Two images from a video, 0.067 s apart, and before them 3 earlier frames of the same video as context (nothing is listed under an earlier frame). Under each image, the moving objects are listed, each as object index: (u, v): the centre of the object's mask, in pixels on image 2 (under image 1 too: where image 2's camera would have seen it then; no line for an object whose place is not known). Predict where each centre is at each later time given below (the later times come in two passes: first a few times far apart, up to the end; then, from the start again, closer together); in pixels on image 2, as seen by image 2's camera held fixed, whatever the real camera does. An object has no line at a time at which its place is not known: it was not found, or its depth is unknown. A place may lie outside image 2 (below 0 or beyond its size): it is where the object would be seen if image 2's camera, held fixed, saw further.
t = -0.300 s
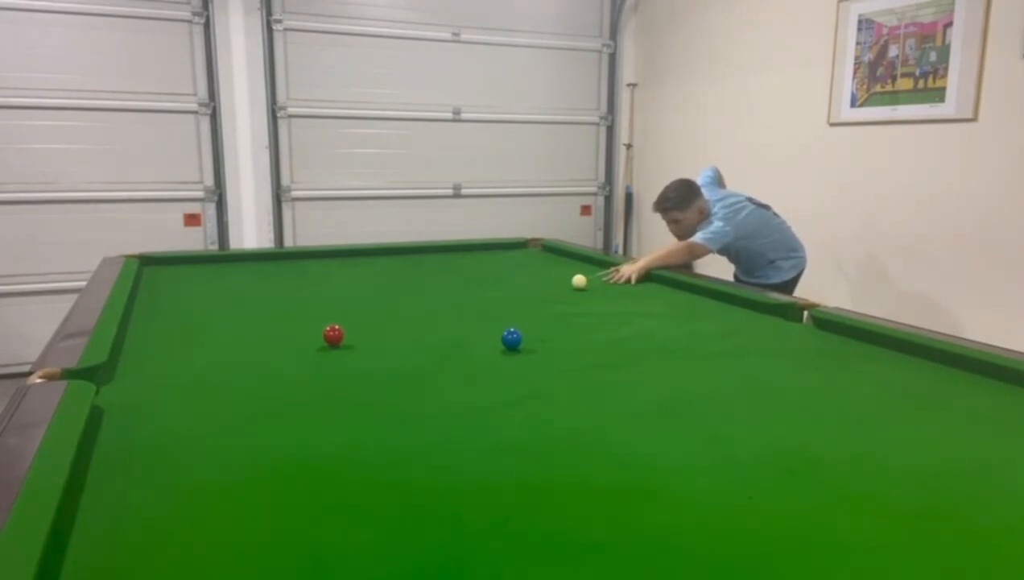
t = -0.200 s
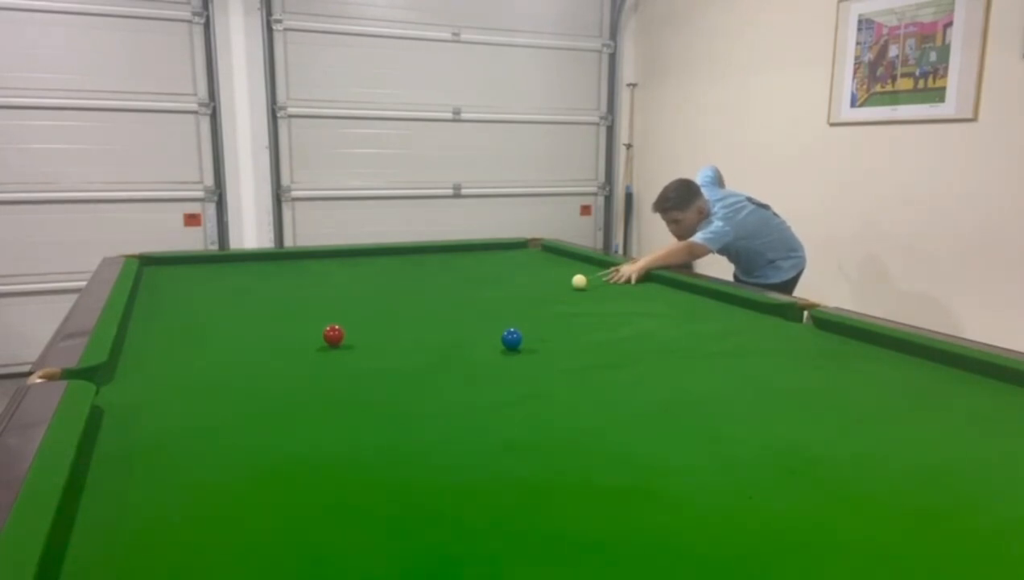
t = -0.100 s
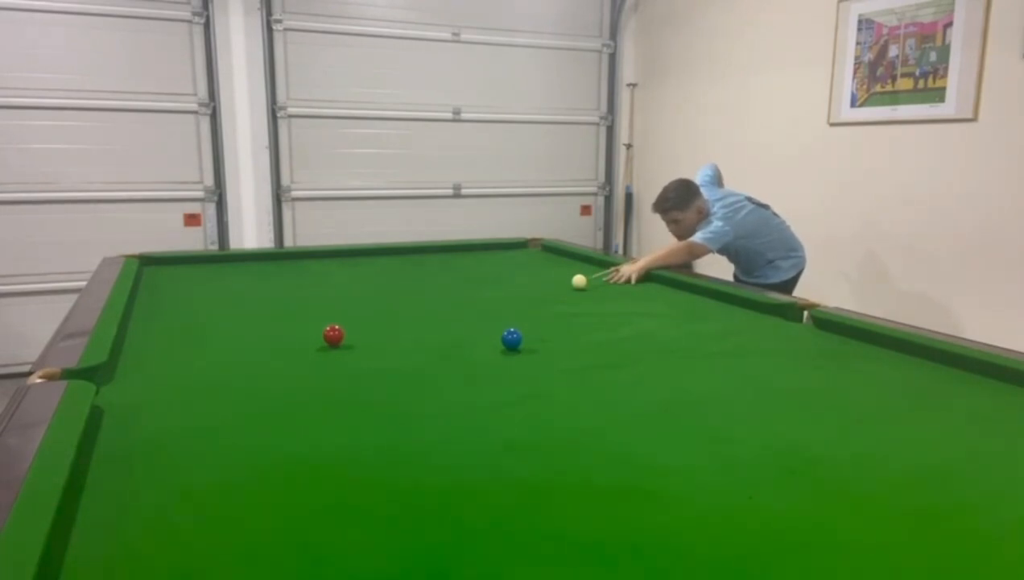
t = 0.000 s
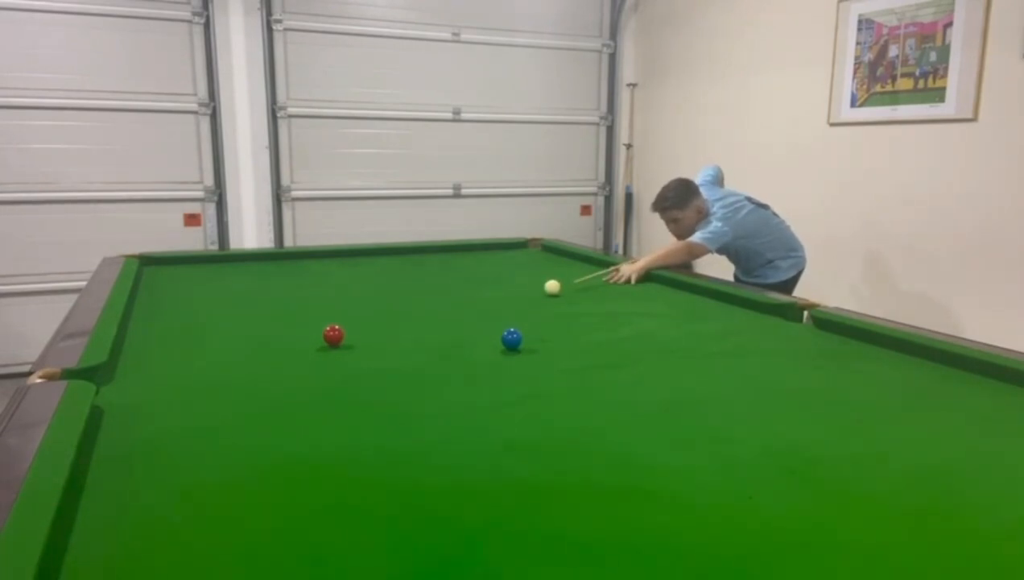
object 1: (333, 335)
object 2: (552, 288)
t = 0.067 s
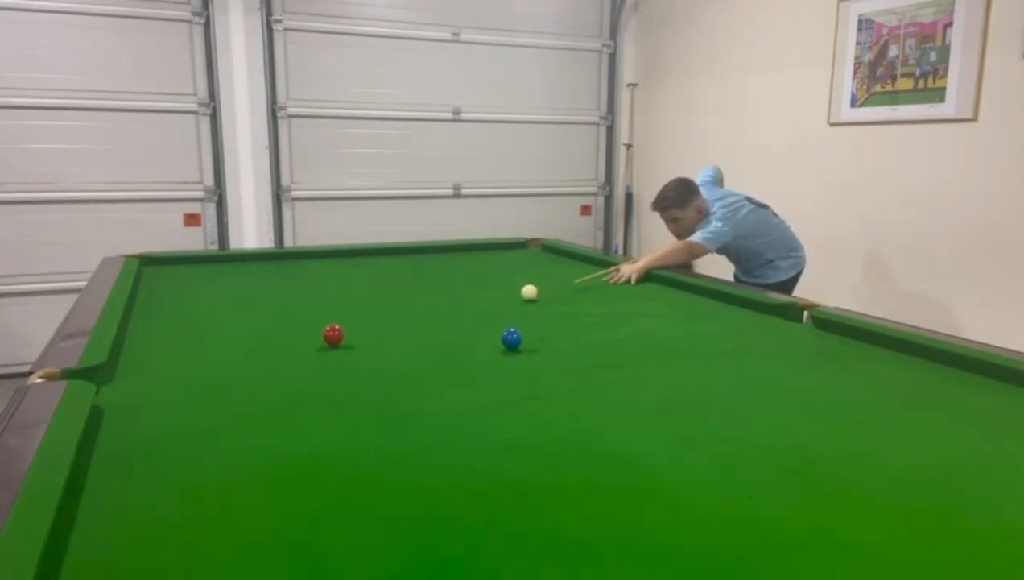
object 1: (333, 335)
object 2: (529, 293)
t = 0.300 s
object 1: (333, 335)
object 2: (450, 310)
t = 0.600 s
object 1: (310, 339)
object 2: (350, 333)
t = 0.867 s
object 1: (197, 361)
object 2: (327, 340)
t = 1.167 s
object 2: (295, 351)
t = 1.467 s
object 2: (262, 361)
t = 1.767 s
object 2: (228, 372)
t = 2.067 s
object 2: (196, 382)
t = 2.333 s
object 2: (169, 391)
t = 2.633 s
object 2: (141, 400)
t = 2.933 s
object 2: (115, 408)
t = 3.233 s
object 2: (113, 412)
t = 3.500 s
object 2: (121, 414)
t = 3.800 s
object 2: (125, 415)
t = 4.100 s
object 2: (127, 416)
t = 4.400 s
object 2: (126, 416)
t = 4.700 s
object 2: (126, 416)
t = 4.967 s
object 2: (126, 416)
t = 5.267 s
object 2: (126, 416)
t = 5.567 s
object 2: (126, 416)
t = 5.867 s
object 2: (126, 415)
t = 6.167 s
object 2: (126, 415)
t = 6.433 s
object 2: (126, 415)
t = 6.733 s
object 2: (126, 416)
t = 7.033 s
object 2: (126, 415)
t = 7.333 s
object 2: (126, 415)
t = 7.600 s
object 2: (126, 415)
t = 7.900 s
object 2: (126, 415)
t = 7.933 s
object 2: (126, 415)
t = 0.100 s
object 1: (333, 335)
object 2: (518, 295)
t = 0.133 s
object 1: (333, 335)
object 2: (507, 298)
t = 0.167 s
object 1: (333, 335)
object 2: (496, 301)
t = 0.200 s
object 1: (333, 335)
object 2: (484, 303)
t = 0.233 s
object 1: (333, 335)
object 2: (473, 305)
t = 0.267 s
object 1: (333, 335)
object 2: (462, 308)
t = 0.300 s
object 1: (333, 335)
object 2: (450, 310)
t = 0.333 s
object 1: (333, 335)
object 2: (438, 313)
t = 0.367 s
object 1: (333, 335)
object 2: (426, 316)
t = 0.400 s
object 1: (333, 335)
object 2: (413, 318)
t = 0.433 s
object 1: (333, 335)
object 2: (400, 321)
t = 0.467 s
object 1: (333, 335)
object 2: (387, 324)
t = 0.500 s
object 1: (333, 335)
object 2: (372, 327)
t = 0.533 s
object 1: (333, 335)
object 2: (358, 330)
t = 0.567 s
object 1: (325, 336)
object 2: (351, 332)
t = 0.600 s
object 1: (310, 339)
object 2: (350, 333)
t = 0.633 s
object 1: (295, 342)
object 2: (350, 333)
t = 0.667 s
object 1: (280, 345)
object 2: (348, 334)
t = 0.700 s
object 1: (265, 348)
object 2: (345, 335)
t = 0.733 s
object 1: (251, 351)
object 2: (341, 336)
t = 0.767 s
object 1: (238, 353)
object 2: (338, 337)
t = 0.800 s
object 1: (225, 356)
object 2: (335, 338)
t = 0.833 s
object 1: (211, 359)
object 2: (331, 339)
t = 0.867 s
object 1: (197, 361)
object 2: (327, 340)
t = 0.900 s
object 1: (183, 364)
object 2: (324, 342)
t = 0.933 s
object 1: (169, 367)
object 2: (320, 343)
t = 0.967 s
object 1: (154, 370)
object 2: (317, 344)
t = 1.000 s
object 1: (139, 373)
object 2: (313, 345)
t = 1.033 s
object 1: (123, 375)
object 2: (309, 346)
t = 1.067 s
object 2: (306, 347)
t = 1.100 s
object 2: (302, 348)
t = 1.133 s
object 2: (299, 350)
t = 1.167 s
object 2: (295, 351)
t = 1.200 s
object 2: (291, 352)
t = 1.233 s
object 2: (288, 353)
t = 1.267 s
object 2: (284, 354)
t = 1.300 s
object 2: (280, 355)
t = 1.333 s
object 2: (276, 357)
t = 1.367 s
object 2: (273, 358)
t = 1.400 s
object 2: (269, 359)
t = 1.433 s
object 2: (266, 360)
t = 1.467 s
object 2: (262, 361)
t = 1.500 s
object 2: (258, 362)
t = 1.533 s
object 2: (254, 364)
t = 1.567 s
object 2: (250, 365)
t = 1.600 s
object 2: (247, 366)
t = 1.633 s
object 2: (243, 367)
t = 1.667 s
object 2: (239, 368)
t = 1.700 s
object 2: (236, 369)
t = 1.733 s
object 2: (232, 370)
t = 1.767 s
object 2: (228, 372)
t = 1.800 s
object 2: (225, 373)
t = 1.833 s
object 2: (221, 374)
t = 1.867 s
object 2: (217, 375)
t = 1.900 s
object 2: (214, 376)
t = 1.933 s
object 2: (210, 377)
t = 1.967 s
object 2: (207, 379)
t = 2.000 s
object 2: (203, 380)
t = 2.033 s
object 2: (200, 381)
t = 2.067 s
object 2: (196, 382)
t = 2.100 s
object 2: (193, 383)
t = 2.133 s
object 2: (189, 384)
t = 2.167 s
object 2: (186, 385)
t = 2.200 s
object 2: (183, 386)
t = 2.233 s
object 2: (179, 388)
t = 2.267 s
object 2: (176, 389)
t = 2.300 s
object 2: (173, 390)
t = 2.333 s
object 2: (169, 391)
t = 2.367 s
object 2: (166, 392)
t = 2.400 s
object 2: (163, 393)
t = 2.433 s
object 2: (159, 394)
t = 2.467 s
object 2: (156, 395)
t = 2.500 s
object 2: (153, 396)
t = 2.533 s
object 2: (150, 397)
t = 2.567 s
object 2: (147, 398)
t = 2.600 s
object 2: (144, 399)
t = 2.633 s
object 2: (141, 400)
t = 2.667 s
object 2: (138, 401)
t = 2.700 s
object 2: (135, 402)
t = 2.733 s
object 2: (132, 403)
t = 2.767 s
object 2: (129, 404)
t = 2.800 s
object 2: (126, 405)
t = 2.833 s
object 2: (123, 406)
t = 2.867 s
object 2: (121, 406)
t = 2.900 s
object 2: (118, 407)
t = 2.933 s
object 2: (115, 408)
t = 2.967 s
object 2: (112, 409)
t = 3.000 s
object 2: (110, 410)
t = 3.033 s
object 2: (108, 411)
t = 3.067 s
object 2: (107, 411)
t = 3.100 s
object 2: (109, 411)
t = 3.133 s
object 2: (110, 412)
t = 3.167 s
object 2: (111, 412)
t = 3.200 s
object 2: (112, 412)
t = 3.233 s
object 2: (113, 412)
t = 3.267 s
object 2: (114, 413)
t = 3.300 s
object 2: (116, 413)
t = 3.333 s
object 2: (117, 413)
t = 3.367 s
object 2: (117, 413)
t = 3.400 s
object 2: (118, 414)
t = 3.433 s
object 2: (119, 414)
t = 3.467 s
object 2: (120, 414)
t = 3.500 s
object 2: (121, 414)
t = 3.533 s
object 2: (121, 414)
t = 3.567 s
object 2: (122, 415)
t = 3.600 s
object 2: (123, 415)
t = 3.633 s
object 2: (123, 415)
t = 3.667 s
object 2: (124, 415)
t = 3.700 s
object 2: (124, 415)
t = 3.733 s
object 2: (125, 415)
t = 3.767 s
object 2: (125, 415)
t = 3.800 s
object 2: (125, 415)
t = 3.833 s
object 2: (126, 415)
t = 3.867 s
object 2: (126, 415)
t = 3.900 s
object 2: (126, 416)
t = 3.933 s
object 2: (126, 416)
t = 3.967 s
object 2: (126, 416)
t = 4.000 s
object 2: (127, 416)
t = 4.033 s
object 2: (127, 416)
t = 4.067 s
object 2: (127, 416)
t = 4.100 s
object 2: (127, 416)
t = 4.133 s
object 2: (127, 416)
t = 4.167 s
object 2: (127, 416)
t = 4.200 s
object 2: (127, 416)
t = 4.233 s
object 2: (127, 416)
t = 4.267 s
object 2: (127, 416)
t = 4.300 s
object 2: (127, 416)
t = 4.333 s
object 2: (126, 416)
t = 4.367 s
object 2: (127, 416)
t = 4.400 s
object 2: (126, 416)
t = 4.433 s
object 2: (127, 416)
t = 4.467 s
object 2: (127, 416)
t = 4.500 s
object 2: (126, 416)
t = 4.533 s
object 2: (126, 416)
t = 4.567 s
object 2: (126, 416)
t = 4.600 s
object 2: (127, 416)
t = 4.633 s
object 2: (127, 416)
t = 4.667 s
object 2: (127, 416)
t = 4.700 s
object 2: (126, 416)
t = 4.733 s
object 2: (126, 416)
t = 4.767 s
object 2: (126, 416)
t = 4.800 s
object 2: (126, 416)
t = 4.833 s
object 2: (126, 416)
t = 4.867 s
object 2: (126, 416)
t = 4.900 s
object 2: (126, 416)
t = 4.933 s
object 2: (126, 416)
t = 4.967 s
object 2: (126, 416)
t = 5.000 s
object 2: (126, 416)
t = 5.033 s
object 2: (126, 416)
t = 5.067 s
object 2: (126, 416)
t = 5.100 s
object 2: (126, 416)
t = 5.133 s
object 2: (126, 416)
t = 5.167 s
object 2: (126, 416)
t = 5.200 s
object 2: (126, 416)
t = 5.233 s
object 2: (126, 416)
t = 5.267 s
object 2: (126, 416)
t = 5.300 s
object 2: (126, 415)
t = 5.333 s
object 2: (126, 415)
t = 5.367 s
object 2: (126, 415)
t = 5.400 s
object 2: (126, 416)
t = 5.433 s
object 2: (126, 416)
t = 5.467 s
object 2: (126, 416)
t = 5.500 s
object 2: (126, 415)
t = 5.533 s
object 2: (126, 416)
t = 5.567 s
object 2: (126, 416)
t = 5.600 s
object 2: (126, 416)
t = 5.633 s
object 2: (126, 416)
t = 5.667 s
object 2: (126, 416)
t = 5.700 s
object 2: (126, 416)
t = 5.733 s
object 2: (126, 416)
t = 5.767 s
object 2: (126, 416)
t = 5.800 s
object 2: (126, 415)
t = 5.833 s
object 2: (126, 415)
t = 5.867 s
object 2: (126, 415)
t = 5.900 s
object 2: (126, 416)
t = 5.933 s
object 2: (126, 416)
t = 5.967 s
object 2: (126, 415)
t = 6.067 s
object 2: (126, 415)
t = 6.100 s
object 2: (126, 415)
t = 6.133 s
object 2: (126, 415)
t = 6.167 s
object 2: (126, 415)
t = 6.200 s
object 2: (126, 415)
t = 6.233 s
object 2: (126, 416)
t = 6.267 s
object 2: (126, 416)
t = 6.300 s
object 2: (126, 415)
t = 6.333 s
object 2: (126, 415)
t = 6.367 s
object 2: (126, 415)
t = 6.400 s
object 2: (126, 415)
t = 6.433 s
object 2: (126, 415)
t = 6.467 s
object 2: (126, 415)
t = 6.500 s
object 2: (126, 416)
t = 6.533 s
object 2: (126, 416)
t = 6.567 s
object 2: (126, 416)
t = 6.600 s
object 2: (126, 416)
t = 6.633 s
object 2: (126, 415)
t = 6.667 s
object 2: (126, 416)
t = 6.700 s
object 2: (126, 416)
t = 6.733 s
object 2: (126, 416)
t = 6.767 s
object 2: (126, 415)
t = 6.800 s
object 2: (126, 415)
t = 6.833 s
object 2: (126, 416)
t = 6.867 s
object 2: (126, 416)
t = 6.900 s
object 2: (126, 415)
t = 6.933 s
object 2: (126, 416)
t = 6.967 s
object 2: (126, 415)
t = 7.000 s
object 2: (126, 415)
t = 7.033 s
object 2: (126, 415)
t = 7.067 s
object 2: (126, 415)
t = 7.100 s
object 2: (126, 416)
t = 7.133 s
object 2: (126, 415)
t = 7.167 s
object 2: (126, 416)
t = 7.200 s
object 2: (126, 416)
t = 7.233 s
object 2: (126, 415)
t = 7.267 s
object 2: (126, 415)
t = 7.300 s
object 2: (126, 416)
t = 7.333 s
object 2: (126, 415)
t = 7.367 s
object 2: (126, 415)
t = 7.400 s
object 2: (126, 415)
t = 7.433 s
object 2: (126, 415)
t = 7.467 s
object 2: (126, 415)
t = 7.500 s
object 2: (126, 415)
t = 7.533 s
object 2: (126, 415)
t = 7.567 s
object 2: (126, 415)
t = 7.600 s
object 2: (126, 415)
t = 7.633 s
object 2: (126, 415)
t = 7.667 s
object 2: (126, 415)
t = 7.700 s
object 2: (126, 415)
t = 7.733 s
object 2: (126, 415)
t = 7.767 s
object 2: (126, 415)
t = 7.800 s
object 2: (126, 415)
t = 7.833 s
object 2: (126, 415)
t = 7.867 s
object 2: (126, 415)
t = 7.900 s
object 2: (126, 415)
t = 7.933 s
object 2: (126, 415)
